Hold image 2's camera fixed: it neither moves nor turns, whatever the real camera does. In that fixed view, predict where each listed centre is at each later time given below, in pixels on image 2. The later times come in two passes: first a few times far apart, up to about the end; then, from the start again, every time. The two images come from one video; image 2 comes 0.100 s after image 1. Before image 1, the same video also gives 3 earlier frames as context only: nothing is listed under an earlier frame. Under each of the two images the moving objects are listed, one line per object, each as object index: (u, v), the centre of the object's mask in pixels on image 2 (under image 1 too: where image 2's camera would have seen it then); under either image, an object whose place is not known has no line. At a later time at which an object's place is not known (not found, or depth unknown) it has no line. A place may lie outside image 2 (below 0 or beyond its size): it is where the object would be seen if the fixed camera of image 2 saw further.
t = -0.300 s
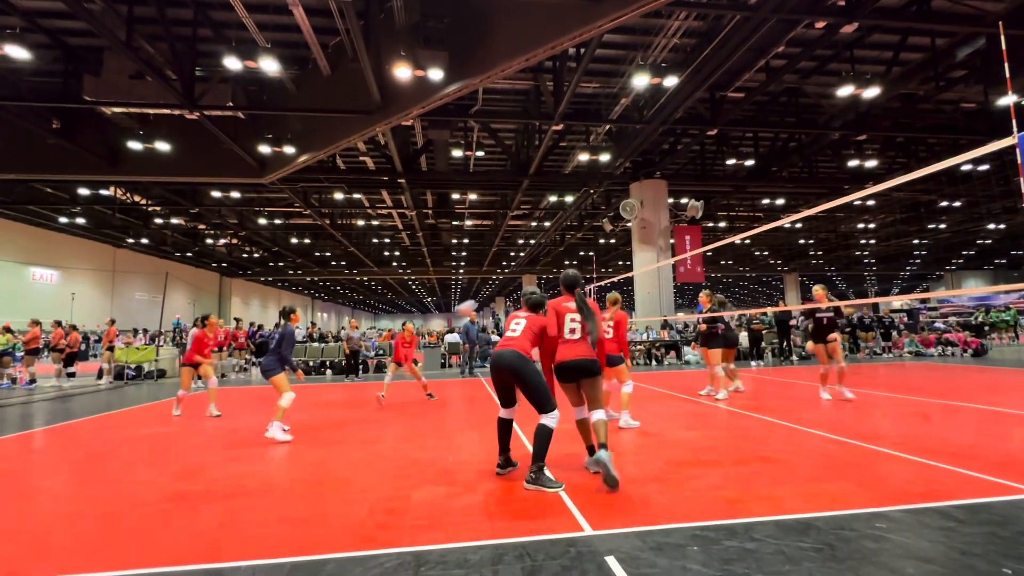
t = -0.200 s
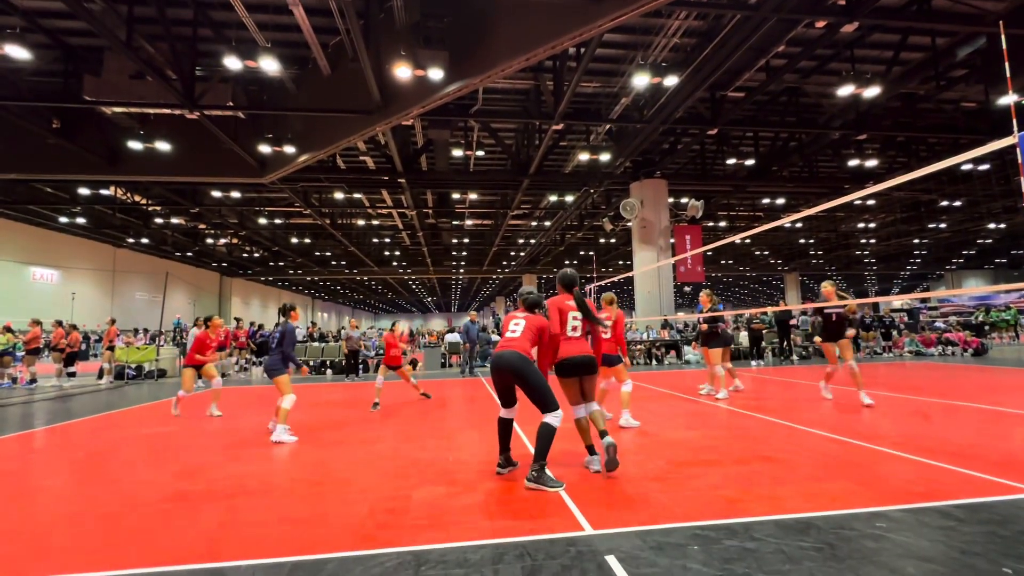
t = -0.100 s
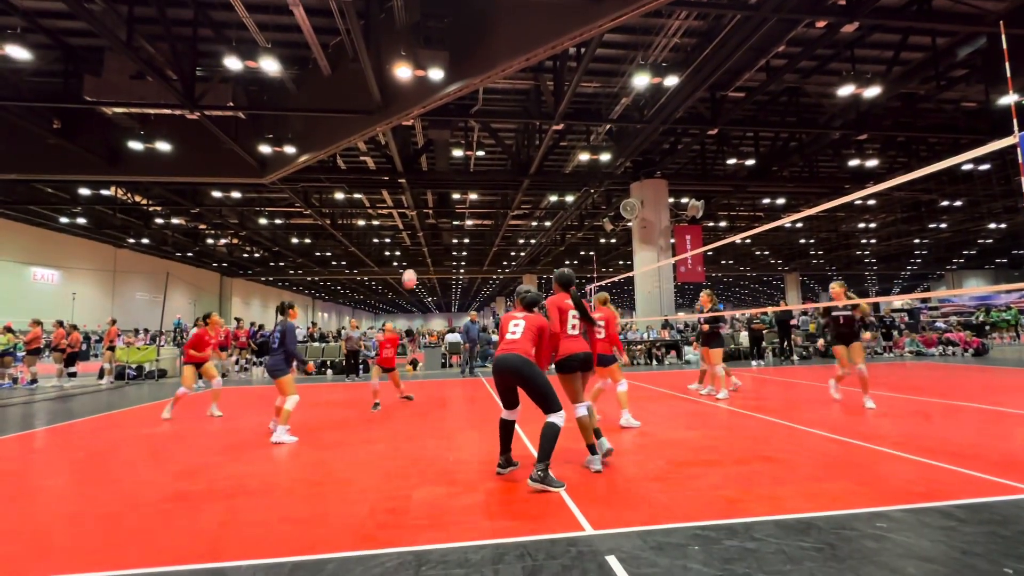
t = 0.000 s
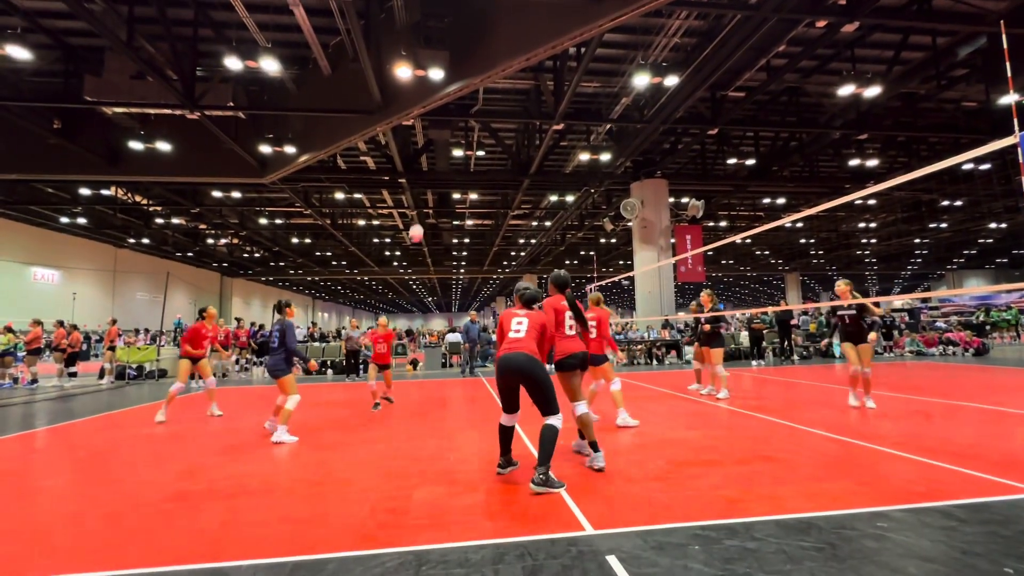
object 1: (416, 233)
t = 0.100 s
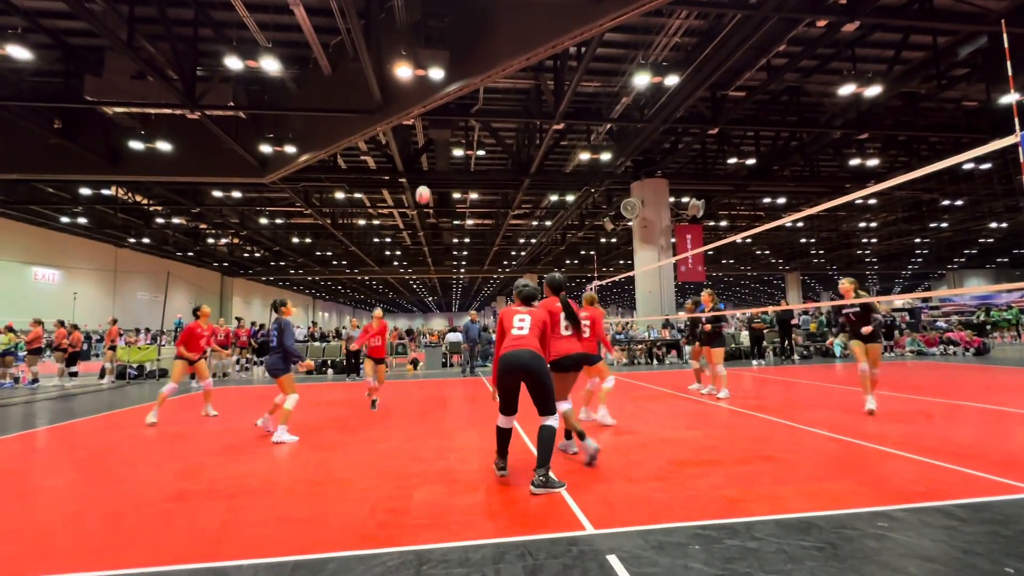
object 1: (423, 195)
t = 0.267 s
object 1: (433, 145)
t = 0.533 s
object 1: (449, 101)
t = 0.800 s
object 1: (467, 103)
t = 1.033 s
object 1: (484, 143)
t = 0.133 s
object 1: (424, 183)
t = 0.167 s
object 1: (427, 173)
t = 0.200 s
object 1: (428, 163)
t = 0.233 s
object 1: (431, 154)
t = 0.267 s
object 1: (433, 145)
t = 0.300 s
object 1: (435, 137)
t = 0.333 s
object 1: (437, 130)
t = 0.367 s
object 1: (439, 124)
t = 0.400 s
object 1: (441, 117)
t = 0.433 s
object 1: (443, 112)
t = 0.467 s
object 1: (445, 108)
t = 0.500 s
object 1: (447, 105)
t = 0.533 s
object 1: (449, 101)
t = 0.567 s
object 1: (451, 99)
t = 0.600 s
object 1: (454, 97)
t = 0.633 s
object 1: (456, 96)
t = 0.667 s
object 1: (458, 96)
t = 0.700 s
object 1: (460, 97)
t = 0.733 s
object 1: (462, 98)
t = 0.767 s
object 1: (464, 100)
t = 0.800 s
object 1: (467, 103)
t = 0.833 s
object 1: (469, 106)
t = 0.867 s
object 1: (471, 111)
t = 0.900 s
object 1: (474, 115)
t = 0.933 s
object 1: (476, 121)
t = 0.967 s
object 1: (479, 128)
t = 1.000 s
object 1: (481, 135)
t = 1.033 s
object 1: (484, 143)
